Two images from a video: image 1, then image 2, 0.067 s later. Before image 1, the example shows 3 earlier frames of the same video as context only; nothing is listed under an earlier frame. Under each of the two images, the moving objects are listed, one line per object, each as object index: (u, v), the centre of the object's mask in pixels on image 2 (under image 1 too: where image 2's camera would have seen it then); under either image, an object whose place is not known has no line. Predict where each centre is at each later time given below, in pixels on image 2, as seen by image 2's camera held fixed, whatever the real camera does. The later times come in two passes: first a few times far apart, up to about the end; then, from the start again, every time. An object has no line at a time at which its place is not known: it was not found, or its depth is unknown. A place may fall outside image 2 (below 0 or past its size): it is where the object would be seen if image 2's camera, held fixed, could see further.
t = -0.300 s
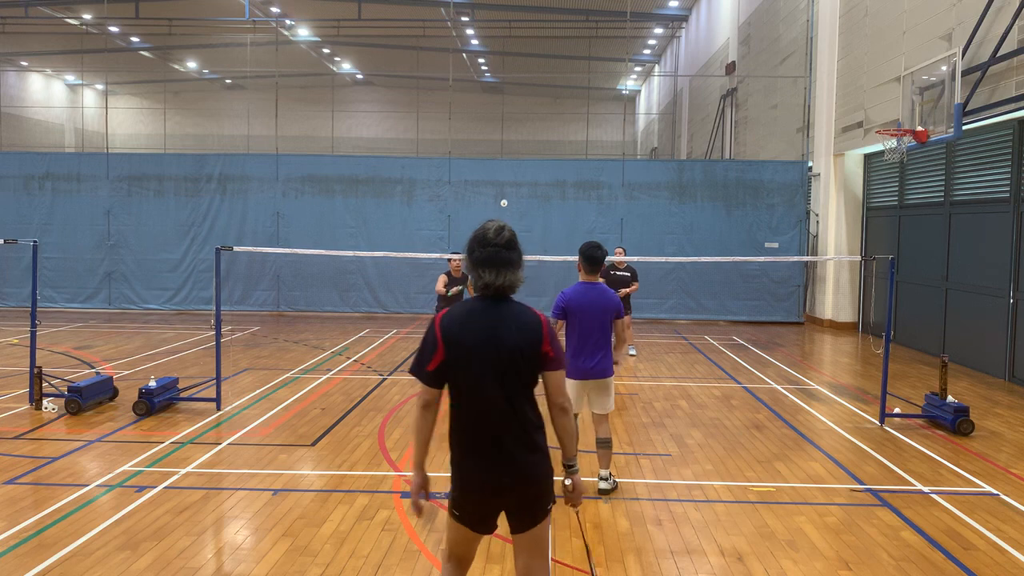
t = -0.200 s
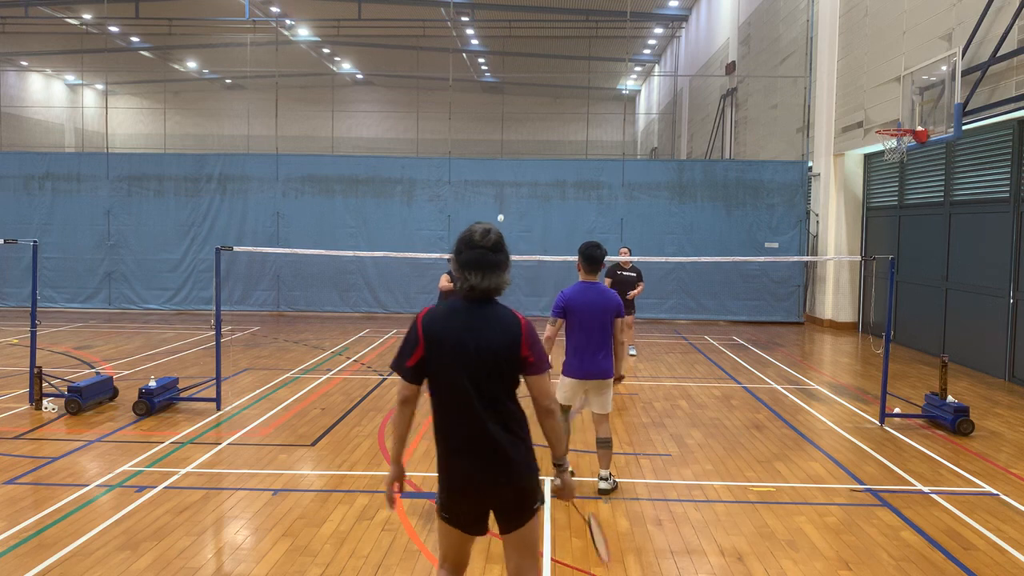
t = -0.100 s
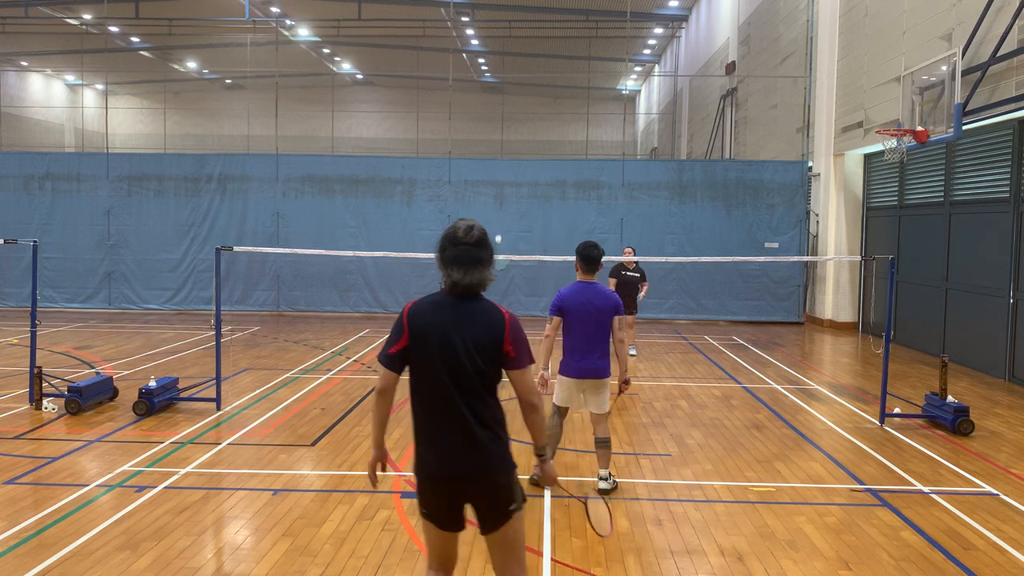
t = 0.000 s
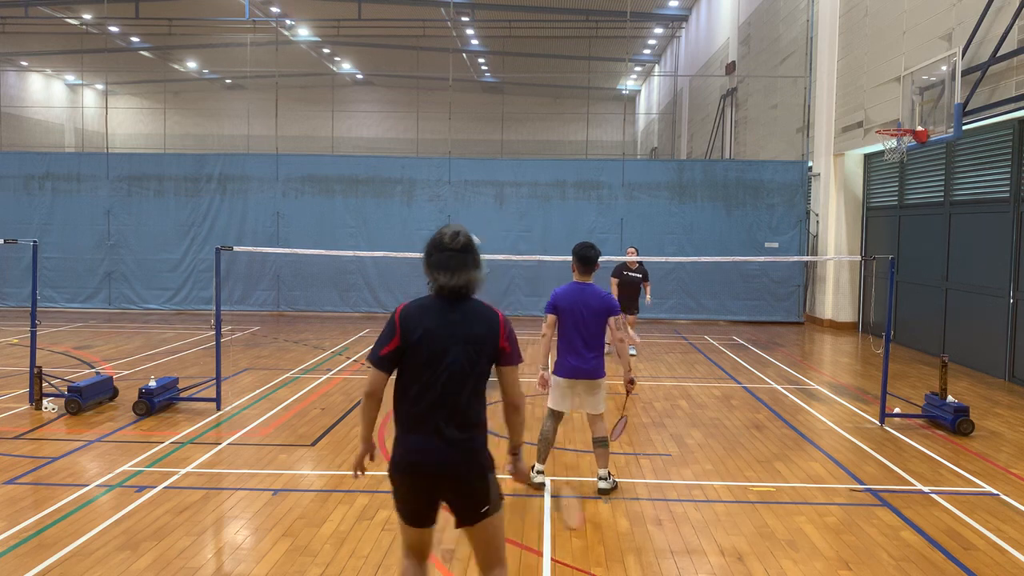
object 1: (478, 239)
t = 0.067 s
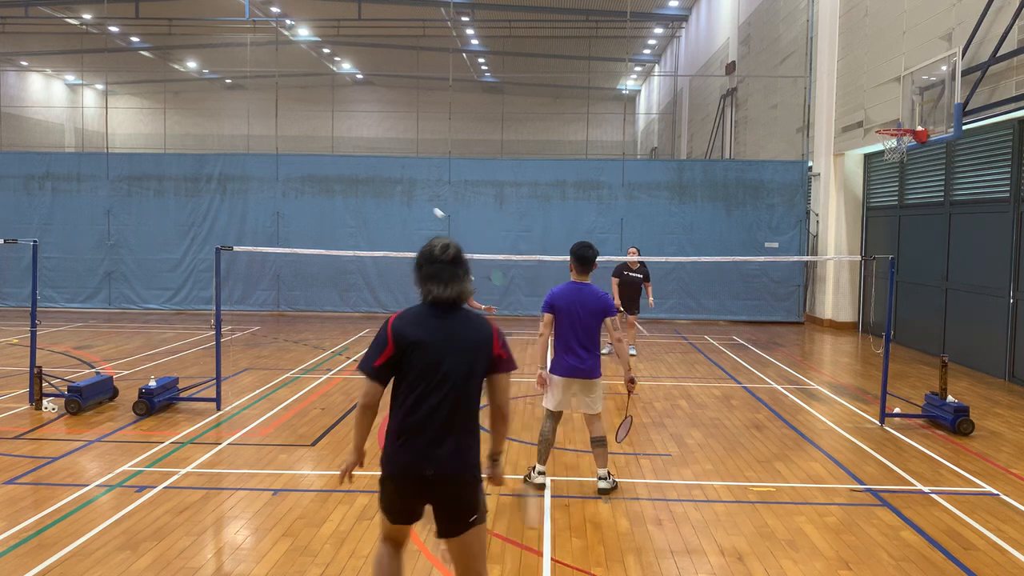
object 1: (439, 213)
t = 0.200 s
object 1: (386, 185)
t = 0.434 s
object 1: (281, 183)
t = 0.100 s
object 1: (429, 204)
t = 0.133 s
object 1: (416, 196)
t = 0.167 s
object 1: (401, 190)
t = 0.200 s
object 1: (386, 185)
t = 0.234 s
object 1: (370, 180)
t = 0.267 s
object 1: (357, 177)
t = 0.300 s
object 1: (342, 176)
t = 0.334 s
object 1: (327, 175)
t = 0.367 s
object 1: (312, 176)
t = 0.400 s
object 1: (296, 179)
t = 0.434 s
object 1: (281, 183)
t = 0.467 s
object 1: (266, 188)
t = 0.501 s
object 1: (250, 196)
